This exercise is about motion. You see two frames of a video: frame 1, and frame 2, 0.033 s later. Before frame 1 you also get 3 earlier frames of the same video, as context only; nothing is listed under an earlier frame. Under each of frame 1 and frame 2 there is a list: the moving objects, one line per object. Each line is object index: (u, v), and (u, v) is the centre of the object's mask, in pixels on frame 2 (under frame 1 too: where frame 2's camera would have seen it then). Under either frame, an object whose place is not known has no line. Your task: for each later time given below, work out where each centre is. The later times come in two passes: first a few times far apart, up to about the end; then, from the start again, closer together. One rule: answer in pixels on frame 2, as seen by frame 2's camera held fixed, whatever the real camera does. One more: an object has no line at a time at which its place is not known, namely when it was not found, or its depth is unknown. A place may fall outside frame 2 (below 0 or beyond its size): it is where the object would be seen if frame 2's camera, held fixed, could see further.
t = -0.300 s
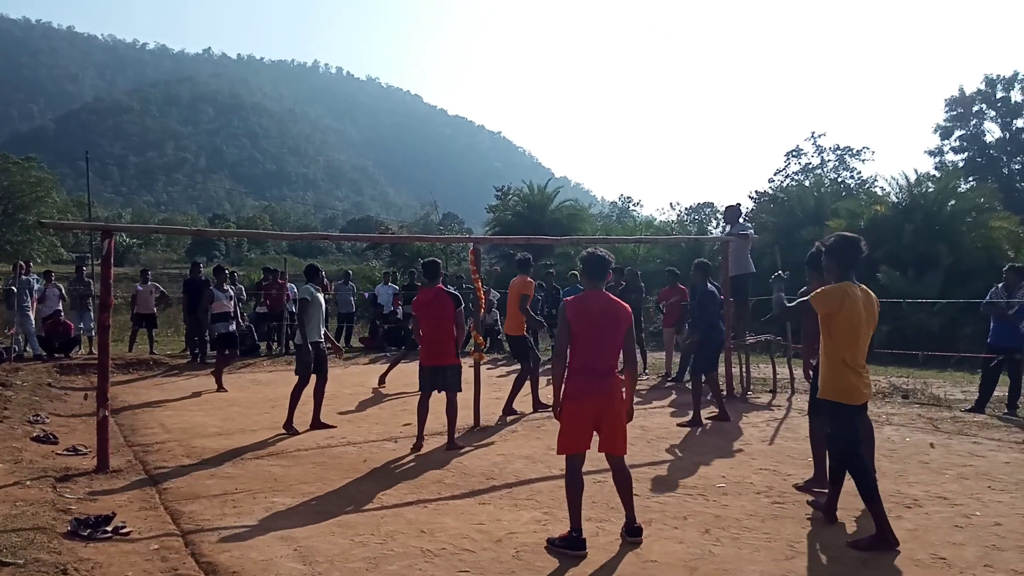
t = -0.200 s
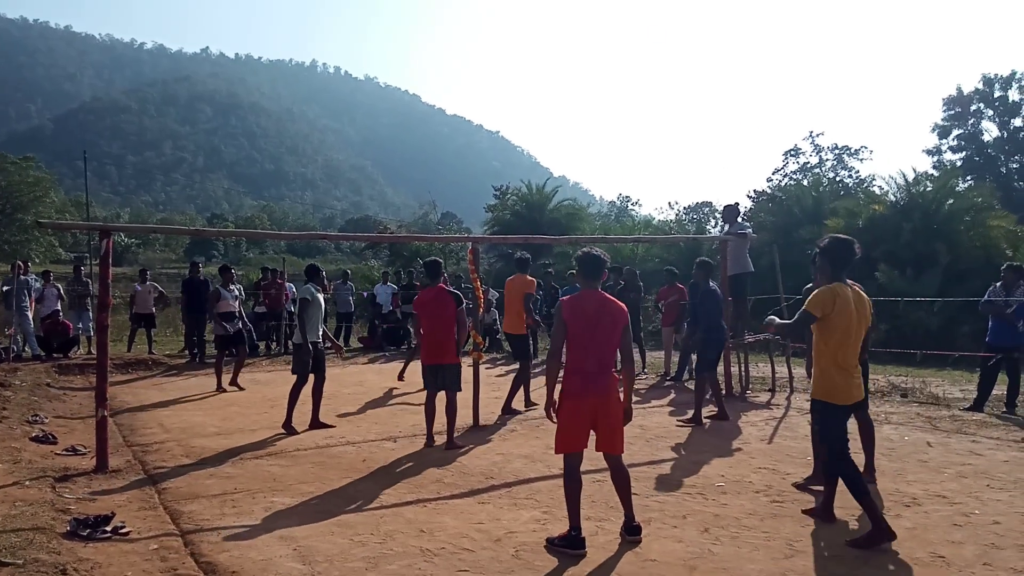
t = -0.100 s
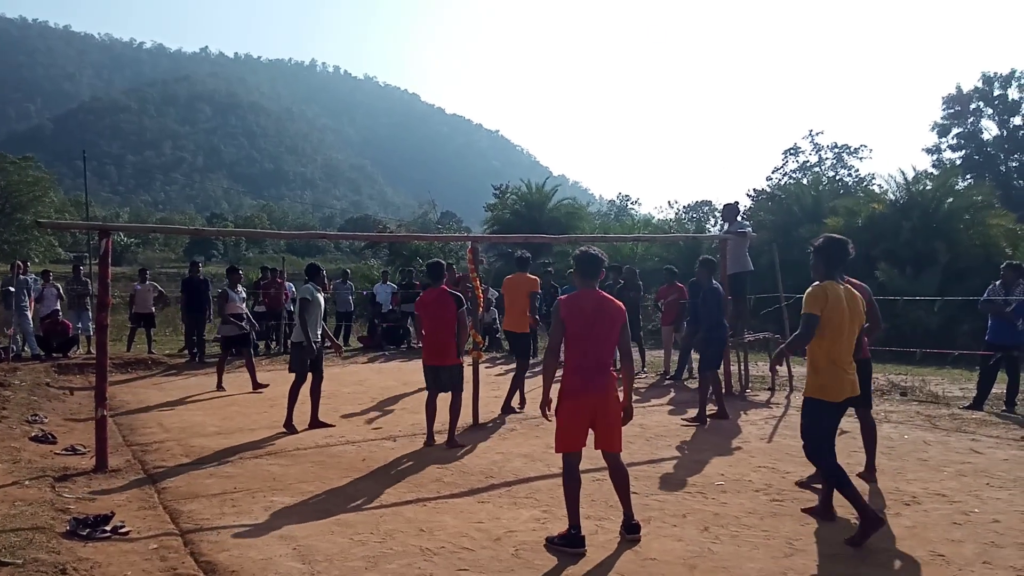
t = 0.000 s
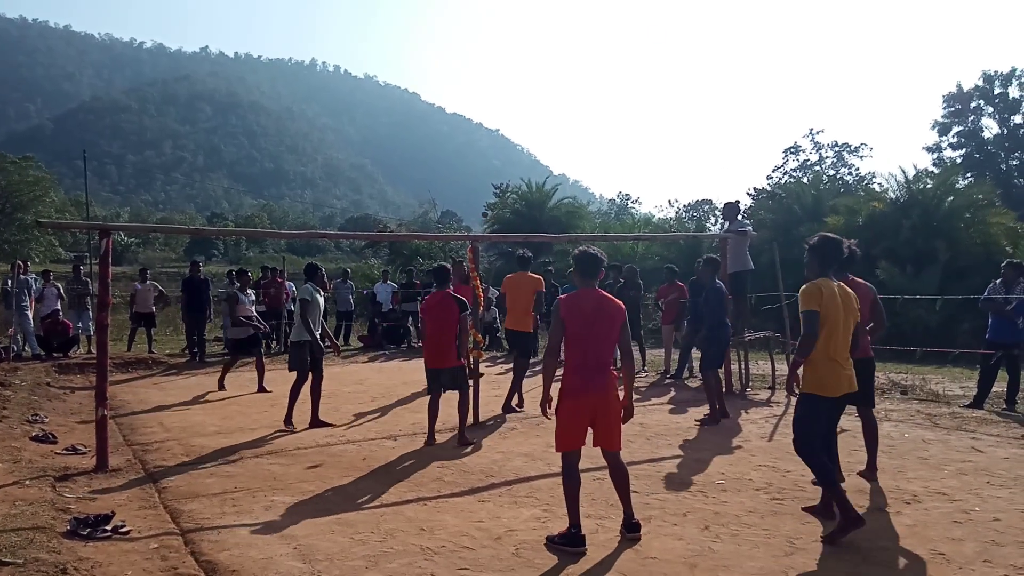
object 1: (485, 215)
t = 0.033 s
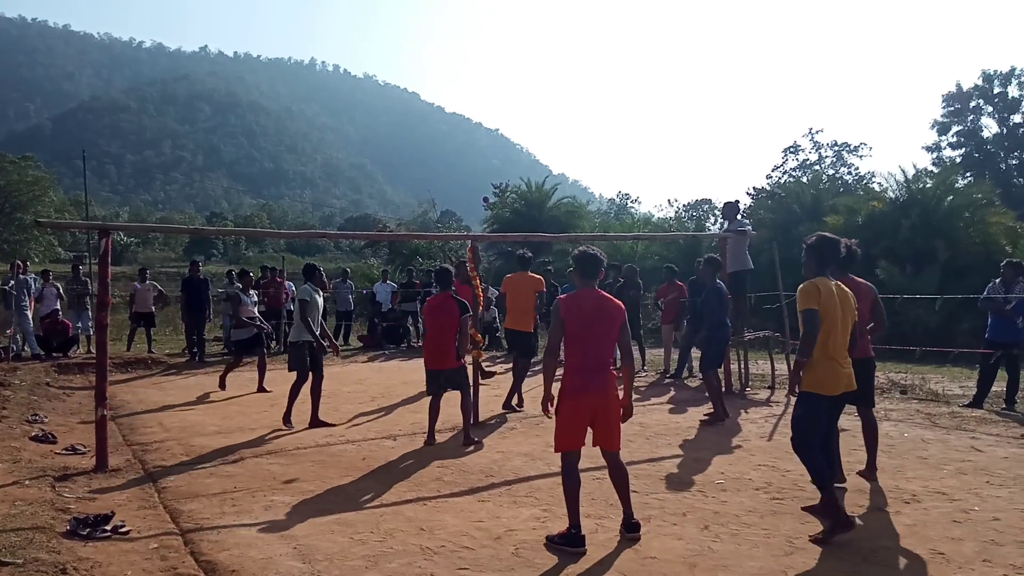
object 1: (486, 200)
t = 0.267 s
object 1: (498, 108)
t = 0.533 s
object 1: (519, 41)
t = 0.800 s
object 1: (553, 40)
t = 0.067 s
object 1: (487, 185)
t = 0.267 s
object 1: (498, 108)
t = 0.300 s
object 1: (500, 98)
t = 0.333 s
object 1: (502, 87)
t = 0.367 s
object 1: (505, 78)
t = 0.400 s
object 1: (507, 69)
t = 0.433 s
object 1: (510, 60)
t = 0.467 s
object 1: (513, 53)
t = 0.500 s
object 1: (516, 47)
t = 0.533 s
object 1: (519, 41)
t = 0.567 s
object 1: (522, 36)
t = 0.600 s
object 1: (526, 32)
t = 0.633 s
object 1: (530, 30)
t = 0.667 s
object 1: (534, 29)
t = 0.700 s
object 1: (538, 29)
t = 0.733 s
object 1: (543, 31)
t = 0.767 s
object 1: (548, 34)
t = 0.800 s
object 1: (553, 40)
